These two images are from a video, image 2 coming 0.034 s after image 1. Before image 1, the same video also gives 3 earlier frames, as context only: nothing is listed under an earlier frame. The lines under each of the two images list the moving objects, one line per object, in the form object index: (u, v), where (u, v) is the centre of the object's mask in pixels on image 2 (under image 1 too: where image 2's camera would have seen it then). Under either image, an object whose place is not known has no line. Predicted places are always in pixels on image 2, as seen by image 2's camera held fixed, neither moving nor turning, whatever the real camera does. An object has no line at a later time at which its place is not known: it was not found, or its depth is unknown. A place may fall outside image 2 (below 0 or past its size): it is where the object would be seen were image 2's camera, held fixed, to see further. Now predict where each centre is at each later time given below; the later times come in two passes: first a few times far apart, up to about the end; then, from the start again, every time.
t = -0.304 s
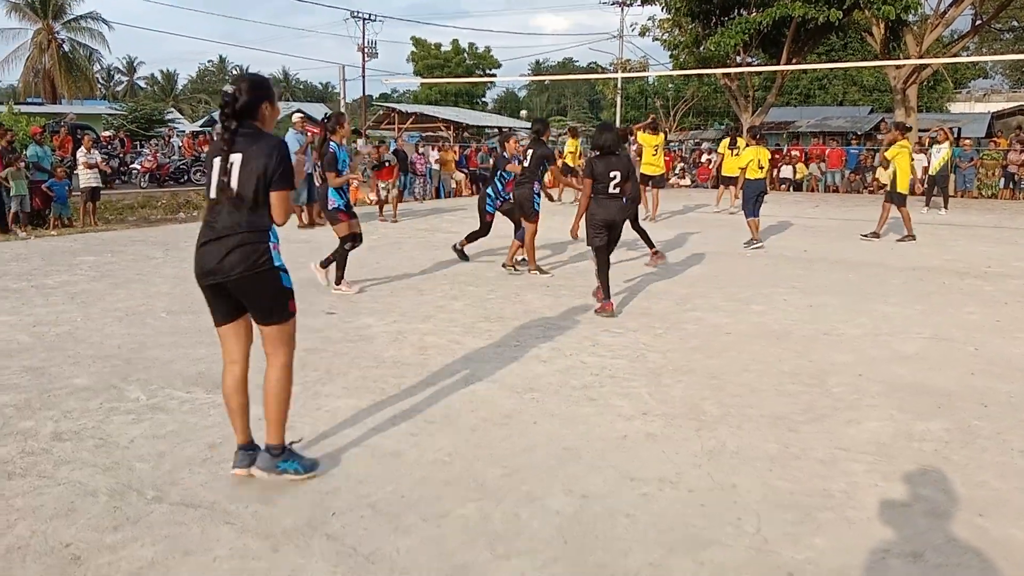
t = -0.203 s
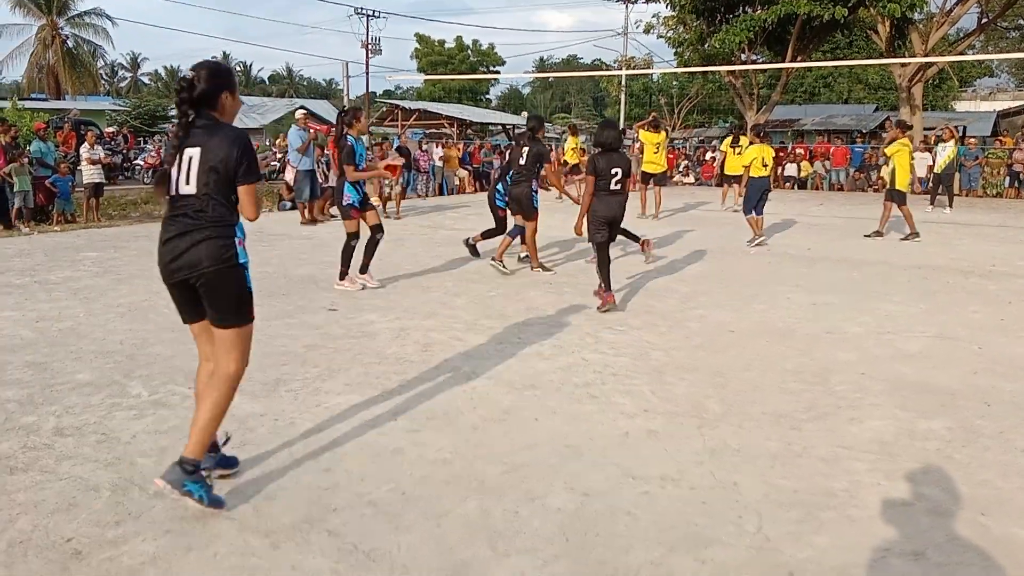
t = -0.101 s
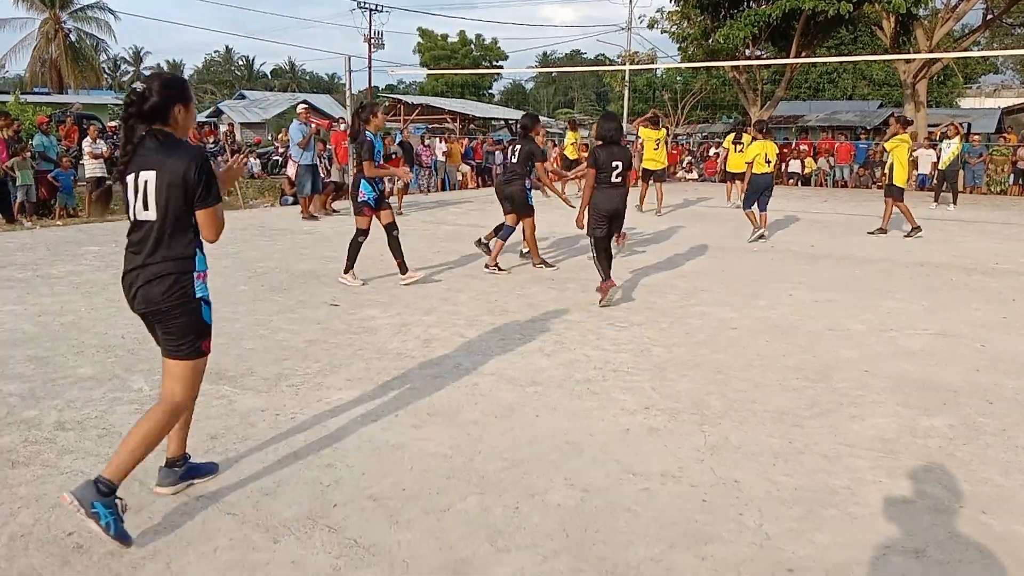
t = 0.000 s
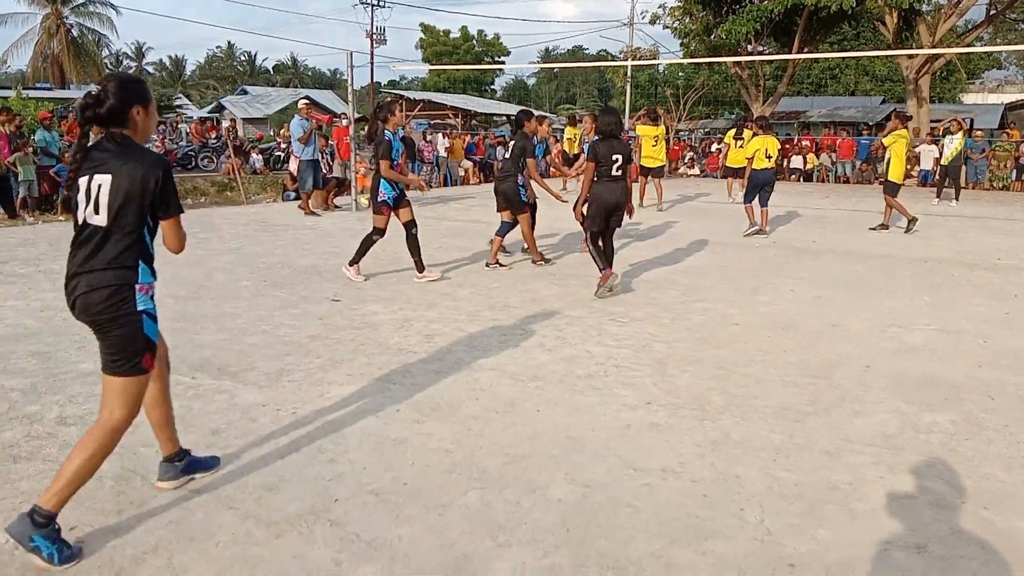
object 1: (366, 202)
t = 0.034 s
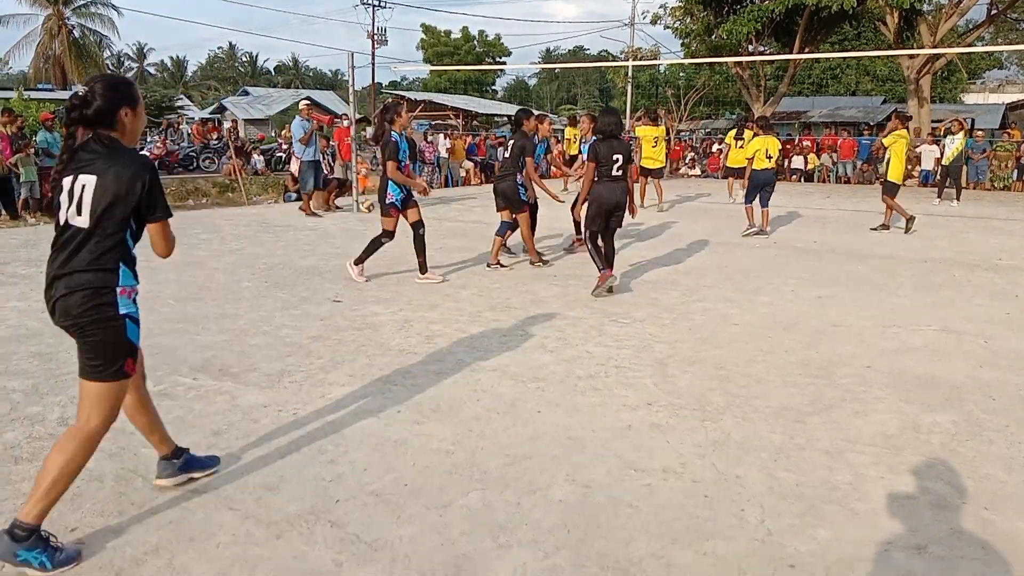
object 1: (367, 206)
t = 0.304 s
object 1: (354, 206)
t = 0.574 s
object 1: (343, 236)
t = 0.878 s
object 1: (328, 234)
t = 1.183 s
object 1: (308, 257)
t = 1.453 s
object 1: (282, 287)
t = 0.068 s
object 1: (365, 210)
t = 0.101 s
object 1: (363, 216)
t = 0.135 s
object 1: (362, 217)
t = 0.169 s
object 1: (360, 213)
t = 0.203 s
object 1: (358, 211)
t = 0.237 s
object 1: (357, 208)
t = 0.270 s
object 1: (356, 207)
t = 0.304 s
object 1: (354, 206)
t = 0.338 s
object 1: (352, 207)
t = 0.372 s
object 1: (351, 208)
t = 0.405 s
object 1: (349, 210)
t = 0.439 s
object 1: (348, 214)
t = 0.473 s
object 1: (346, 218)
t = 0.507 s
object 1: (345, 223)
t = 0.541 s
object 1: (344, 229)
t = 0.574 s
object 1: (343, 236)
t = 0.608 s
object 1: (340, 236)
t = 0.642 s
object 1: (338, 233)
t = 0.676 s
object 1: (337, 230)
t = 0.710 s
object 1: (335, 228)
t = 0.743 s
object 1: (334, 227)
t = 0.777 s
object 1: (332, 227)
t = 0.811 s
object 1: (330, 229)
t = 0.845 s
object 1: (329, 231)
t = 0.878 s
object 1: (328, 234)
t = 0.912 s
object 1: (326, 240)
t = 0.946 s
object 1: (324, 246)
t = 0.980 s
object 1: (323, 253)
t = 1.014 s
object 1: (321, 261)
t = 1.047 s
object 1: (319, 258)
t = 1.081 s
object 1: (316, 256)
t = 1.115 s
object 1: (313, 255)
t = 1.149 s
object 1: (311, 255)
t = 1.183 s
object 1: (308, 257)
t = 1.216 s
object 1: (306, 260)
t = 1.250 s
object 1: (302, 265)
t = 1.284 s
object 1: (299, 271)
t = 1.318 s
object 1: (297, 278)
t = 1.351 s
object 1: (294, 287)
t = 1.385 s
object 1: (290, 287)
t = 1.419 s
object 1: (286, 286)
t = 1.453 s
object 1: (282, 287)
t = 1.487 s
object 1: (277, 289)
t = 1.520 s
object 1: (273, 293)
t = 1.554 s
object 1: (269, 298)
